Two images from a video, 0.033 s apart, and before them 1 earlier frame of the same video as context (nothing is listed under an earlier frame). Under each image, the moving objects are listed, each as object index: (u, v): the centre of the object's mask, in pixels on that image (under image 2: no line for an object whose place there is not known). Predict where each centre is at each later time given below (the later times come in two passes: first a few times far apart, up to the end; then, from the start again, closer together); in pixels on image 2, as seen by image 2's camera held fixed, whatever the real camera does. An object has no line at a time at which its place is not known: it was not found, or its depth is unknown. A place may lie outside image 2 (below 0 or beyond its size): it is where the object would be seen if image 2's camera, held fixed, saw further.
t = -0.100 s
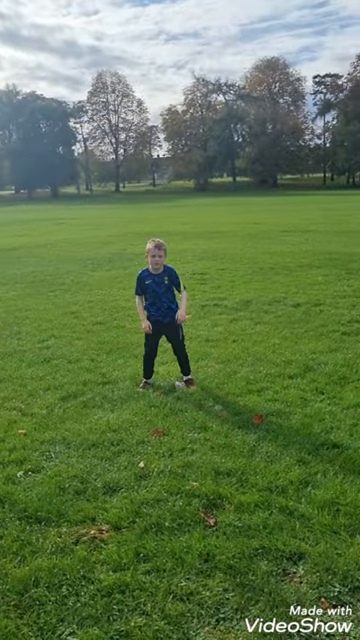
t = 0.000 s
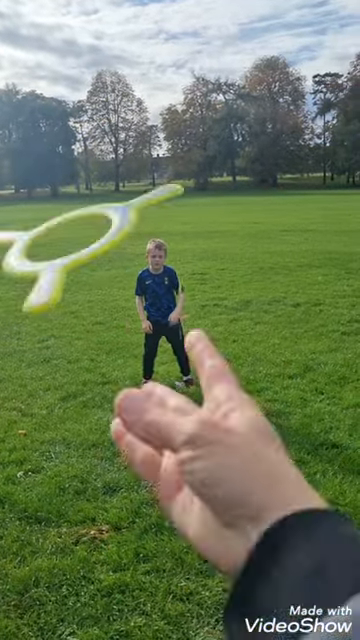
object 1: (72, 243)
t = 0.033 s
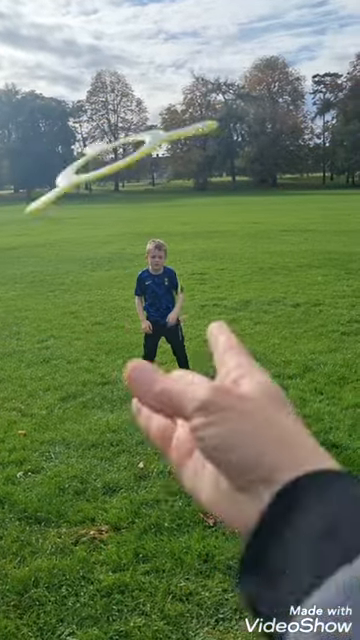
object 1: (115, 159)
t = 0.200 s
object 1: (209, 55)
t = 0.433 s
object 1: (251, 110)
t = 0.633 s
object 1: (262, 172)
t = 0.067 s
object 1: (134, 114)
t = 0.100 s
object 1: (176, 75)
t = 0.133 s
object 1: (189, 55)
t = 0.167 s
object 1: (196, 51)
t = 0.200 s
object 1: (209, 55)
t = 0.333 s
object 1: (242, 77)
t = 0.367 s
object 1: (246, 86)
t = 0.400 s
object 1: (245, 96)
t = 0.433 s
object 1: (251, 110)
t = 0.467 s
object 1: (253, 120)
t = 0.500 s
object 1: (254, 129)
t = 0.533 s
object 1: (257, 140)
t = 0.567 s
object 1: (258, 152)
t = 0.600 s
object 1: (258, 163)
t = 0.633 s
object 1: (262, 172)
